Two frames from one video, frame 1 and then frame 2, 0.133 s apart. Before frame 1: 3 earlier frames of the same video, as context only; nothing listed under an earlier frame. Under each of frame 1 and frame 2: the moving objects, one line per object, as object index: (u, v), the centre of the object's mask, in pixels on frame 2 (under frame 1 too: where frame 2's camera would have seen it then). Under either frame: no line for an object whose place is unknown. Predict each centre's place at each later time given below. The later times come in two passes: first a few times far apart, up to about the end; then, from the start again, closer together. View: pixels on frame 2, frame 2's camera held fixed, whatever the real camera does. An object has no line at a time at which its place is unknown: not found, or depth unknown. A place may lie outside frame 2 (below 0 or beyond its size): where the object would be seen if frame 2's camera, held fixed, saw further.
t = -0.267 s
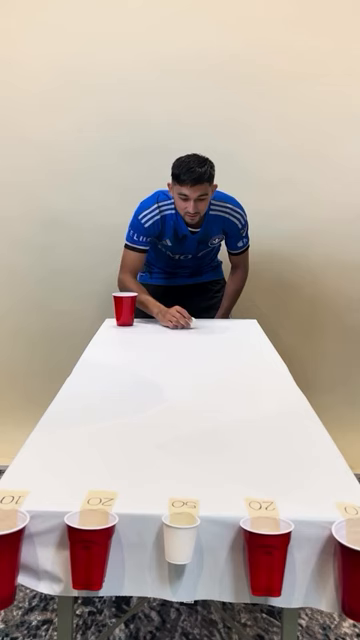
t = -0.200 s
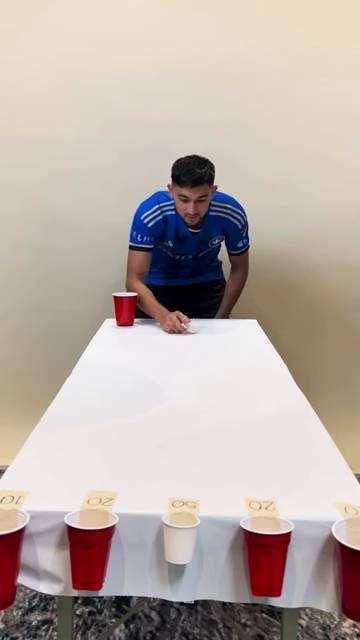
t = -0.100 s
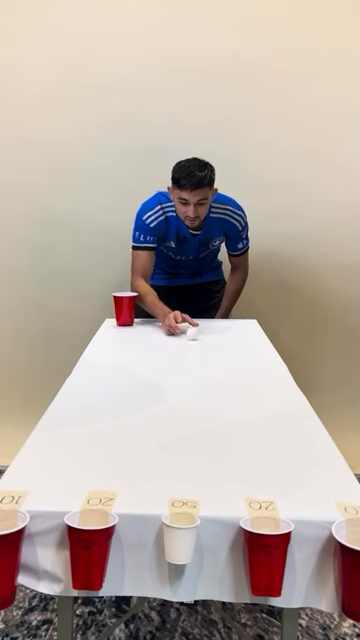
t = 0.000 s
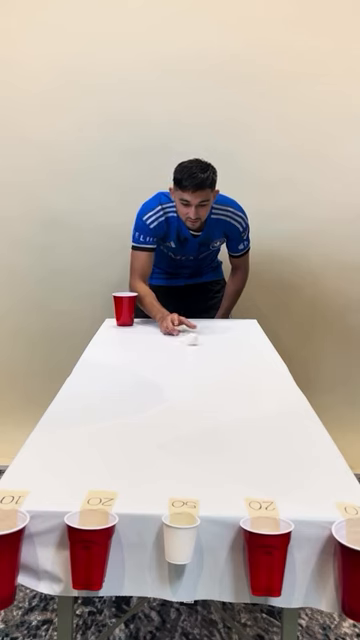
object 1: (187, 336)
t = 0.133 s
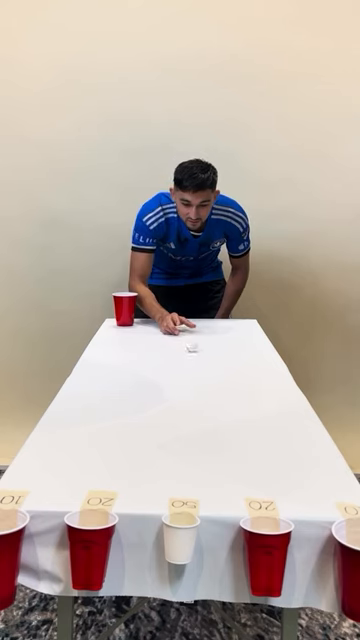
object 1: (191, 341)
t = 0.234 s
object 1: (190, 353)
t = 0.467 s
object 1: (172, 383)
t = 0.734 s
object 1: (136, 448)
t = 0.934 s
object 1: (100, 513)
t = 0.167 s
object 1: (192, 347)
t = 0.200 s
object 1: (191, 348)
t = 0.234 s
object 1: (190, 353)
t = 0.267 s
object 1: (189, 356)
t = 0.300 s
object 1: (189, 358)
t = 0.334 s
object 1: (187, 362)
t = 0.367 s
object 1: (184, 368)
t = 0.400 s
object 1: (182, 374)
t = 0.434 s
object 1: (177, 379)
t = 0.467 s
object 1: (172, 383)
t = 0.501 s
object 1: (170, 390)
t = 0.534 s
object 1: (168, 398)
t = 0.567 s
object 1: (166, 410)
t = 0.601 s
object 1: (161, 414)
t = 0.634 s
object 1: (152, 424)
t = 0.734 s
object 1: (136, 448)
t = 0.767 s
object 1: (127, 458)
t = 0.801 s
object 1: (123, 469)
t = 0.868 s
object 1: (109, 483)
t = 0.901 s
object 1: (99, 515)
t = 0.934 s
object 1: (100, 513)
